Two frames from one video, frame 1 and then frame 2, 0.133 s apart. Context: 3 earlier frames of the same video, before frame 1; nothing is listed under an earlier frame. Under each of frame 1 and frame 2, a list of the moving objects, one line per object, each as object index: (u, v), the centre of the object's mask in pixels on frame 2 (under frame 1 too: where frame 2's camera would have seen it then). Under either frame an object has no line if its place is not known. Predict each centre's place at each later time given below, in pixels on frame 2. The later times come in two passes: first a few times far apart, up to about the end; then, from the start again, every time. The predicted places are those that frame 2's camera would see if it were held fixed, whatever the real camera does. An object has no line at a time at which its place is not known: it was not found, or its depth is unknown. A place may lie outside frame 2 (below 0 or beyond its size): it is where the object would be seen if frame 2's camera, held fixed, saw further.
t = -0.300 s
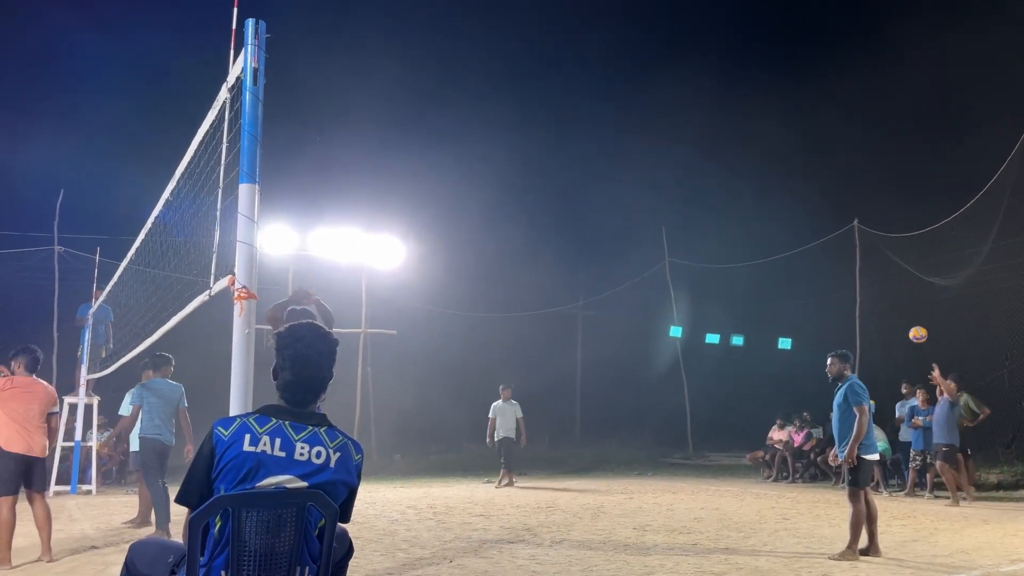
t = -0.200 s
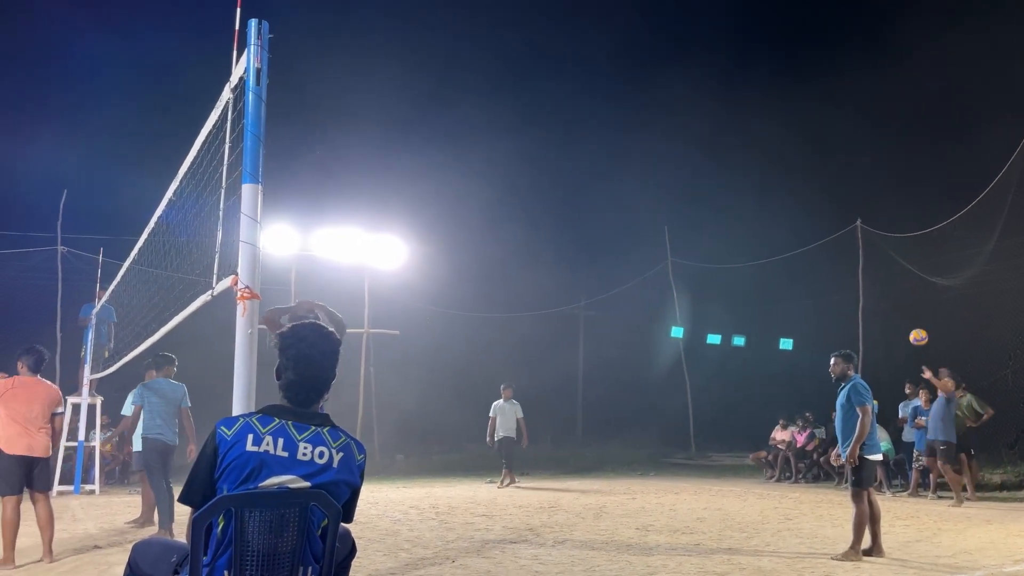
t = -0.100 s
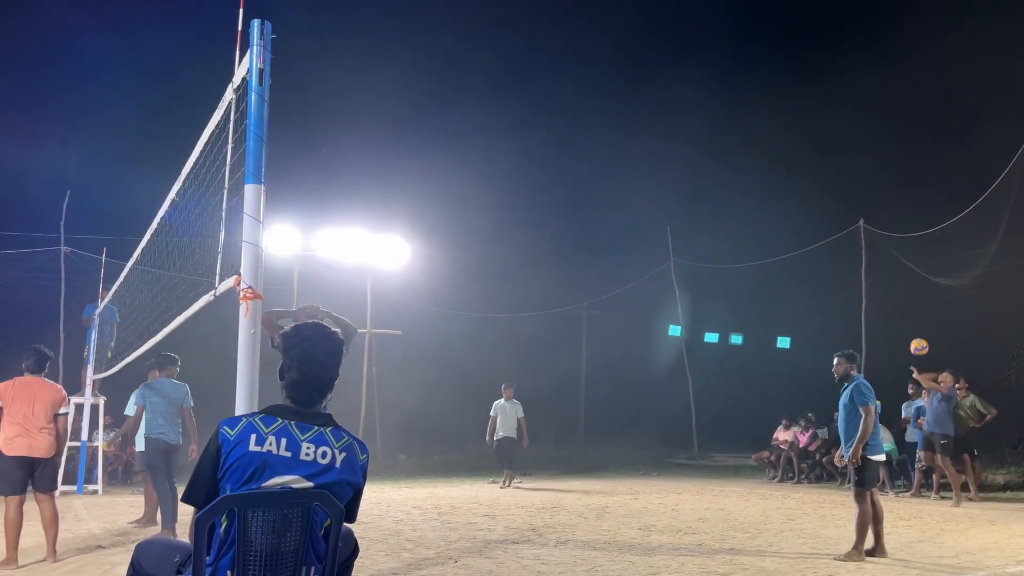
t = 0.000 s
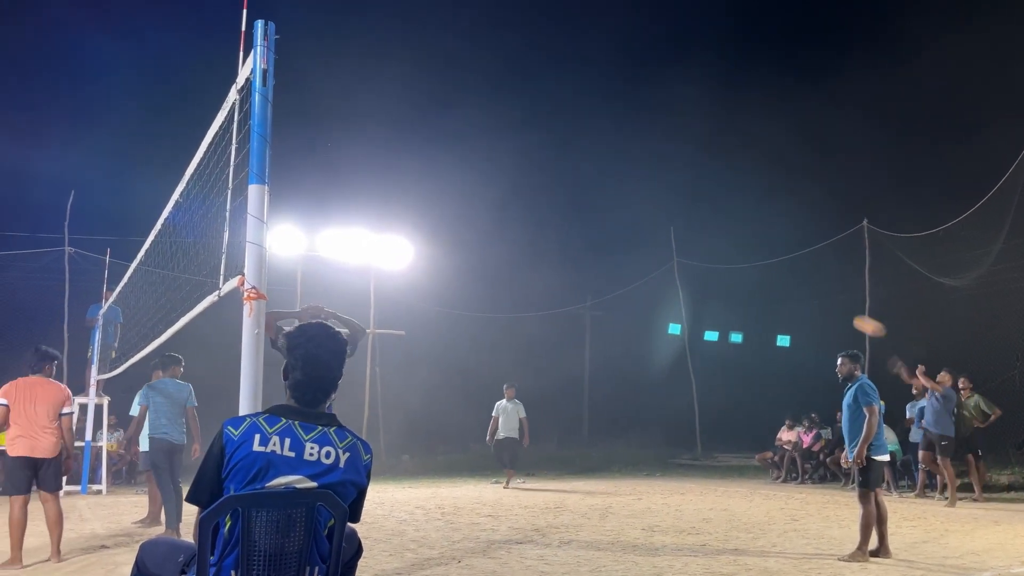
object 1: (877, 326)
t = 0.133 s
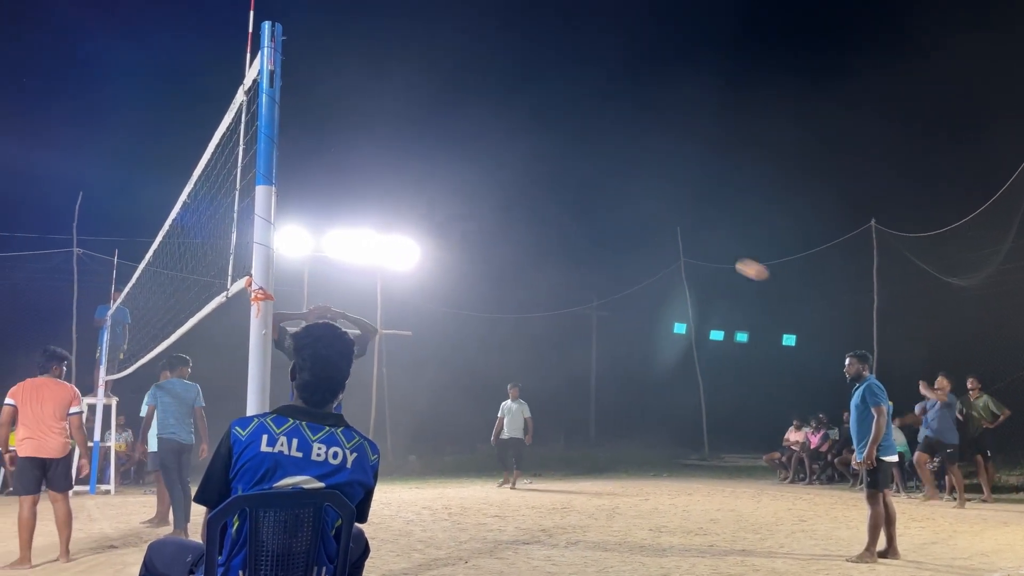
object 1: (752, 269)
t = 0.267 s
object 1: (624, 221)
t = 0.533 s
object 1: (347, 163)
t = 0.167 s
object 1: (721, 257)
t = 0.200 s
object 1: (688, 244)
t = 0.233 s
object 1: (657, 232)
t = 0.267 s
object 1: (624, 221)
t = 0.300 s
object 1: (591, 211)
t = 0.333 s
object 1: (559, 201)
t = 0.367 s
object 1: (525, 192)
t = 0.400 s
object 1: (491, 183)
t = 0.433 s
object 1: (456, 177)
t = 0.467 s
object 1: (420, 171)
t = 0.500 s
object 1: (384, 166)
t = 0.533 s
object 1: (347, 163)
